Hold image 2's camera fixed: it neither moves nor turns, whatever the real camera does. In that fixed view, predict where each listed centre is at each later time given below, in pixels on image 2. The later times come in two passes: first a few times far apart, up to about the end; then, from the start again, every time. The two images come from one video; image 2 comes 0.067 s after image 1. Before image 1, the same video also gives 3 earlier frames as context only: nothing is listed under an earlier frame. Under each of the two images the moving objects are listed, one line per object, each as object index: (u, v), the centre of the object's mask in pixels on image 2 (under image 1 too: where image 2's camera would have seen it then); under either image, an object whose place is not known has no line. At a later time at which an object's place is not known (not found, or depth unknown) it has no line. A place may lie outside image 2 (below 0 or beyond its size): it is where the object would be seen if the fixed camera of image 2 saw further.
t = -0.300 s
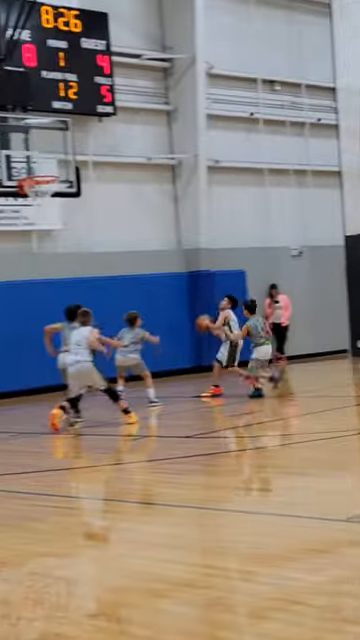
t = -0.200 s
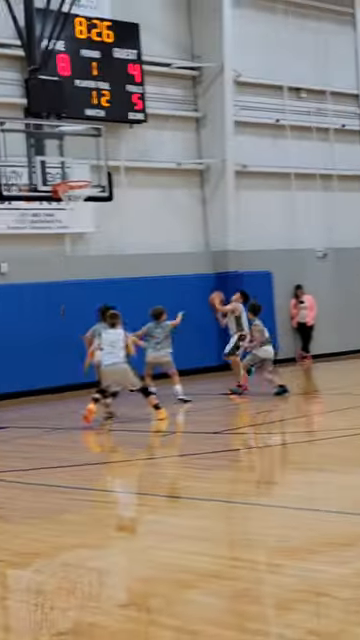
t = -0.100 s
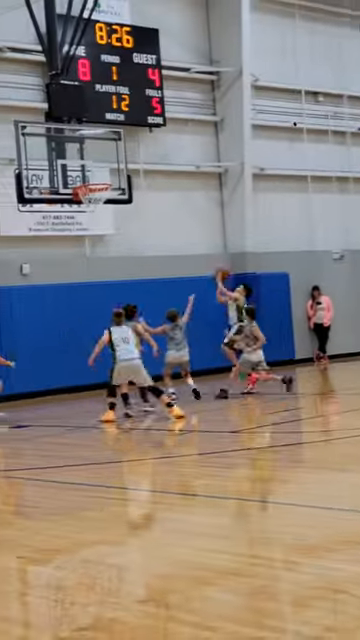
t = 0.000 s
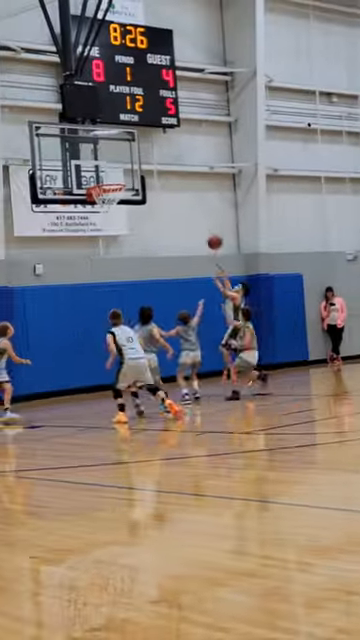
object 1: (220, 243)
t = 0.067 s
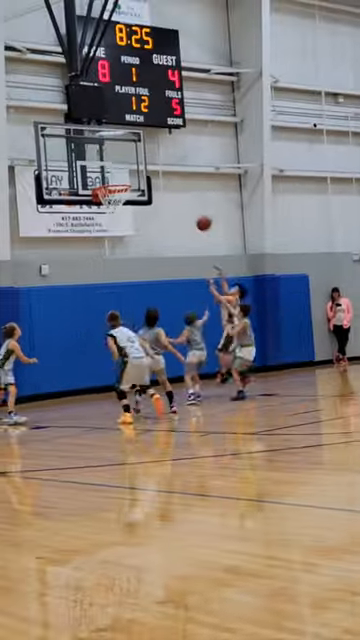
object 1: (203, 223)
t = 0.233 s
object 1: (162, 188)
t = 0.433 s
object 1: (131, 173)
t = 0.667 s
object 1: (123, 176)
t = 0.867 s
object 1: (118, 180)
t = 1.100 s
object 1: (109, 208)
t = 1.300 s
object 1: (110, 240)
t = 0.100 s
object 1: (195, 215)
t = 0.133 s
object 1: (187, 207)
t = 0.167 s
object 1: (178, 200)
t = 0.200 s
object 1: (170, 194)
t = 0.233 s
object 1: (162, 188)
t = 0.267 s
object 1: (155, 184)
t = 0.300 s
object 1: (147, 180)
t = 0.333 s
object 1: (139, 178)
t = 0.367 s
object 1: (133, 175)
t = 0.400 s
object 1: (132, 174)
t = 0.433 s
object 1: (131, 173)
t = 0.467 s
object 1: (129, 174)
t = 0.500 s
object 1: (128, 175)
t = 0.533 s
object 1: (127, 177)
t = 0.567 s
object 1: (126, 178)
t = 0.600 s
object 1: (125, 177)
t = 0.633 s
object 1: (124, 176)
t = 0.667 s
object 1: (123, 176)
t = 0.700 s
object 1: (123, 177)
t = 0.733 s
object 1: (122, 177)
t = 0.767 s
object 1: (121, 178)
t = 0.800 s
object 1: (121, 179)
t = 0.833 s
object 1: (119, 180)
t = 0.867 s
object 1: (118, 180)
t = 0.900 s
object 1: (116, 185)
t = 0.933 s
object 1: (114, 188)
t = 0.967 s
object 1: (114, 191)
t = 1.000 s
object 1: (112, 194)
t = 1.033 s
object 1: (111, 201)
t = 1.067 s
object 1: (110, 205)
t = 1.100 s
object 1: (109, 208)
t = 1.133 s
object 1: (109, 209)
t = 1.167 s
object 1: (109, 220)
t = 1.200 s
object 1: (109, 222)
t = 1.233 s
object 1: (109, 227)
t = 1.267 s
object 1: (109, 233)
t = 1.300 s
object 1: (110, 240)
